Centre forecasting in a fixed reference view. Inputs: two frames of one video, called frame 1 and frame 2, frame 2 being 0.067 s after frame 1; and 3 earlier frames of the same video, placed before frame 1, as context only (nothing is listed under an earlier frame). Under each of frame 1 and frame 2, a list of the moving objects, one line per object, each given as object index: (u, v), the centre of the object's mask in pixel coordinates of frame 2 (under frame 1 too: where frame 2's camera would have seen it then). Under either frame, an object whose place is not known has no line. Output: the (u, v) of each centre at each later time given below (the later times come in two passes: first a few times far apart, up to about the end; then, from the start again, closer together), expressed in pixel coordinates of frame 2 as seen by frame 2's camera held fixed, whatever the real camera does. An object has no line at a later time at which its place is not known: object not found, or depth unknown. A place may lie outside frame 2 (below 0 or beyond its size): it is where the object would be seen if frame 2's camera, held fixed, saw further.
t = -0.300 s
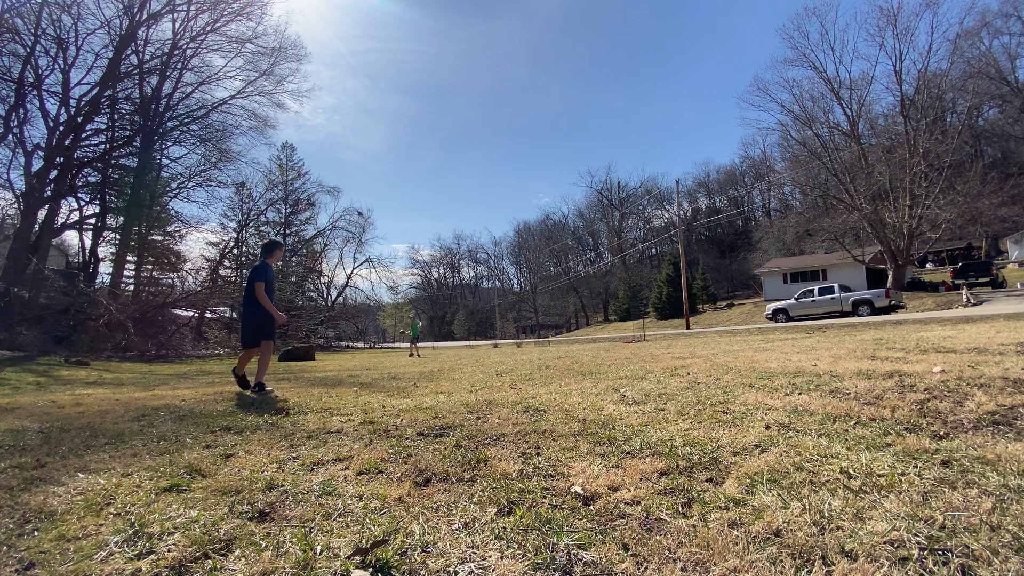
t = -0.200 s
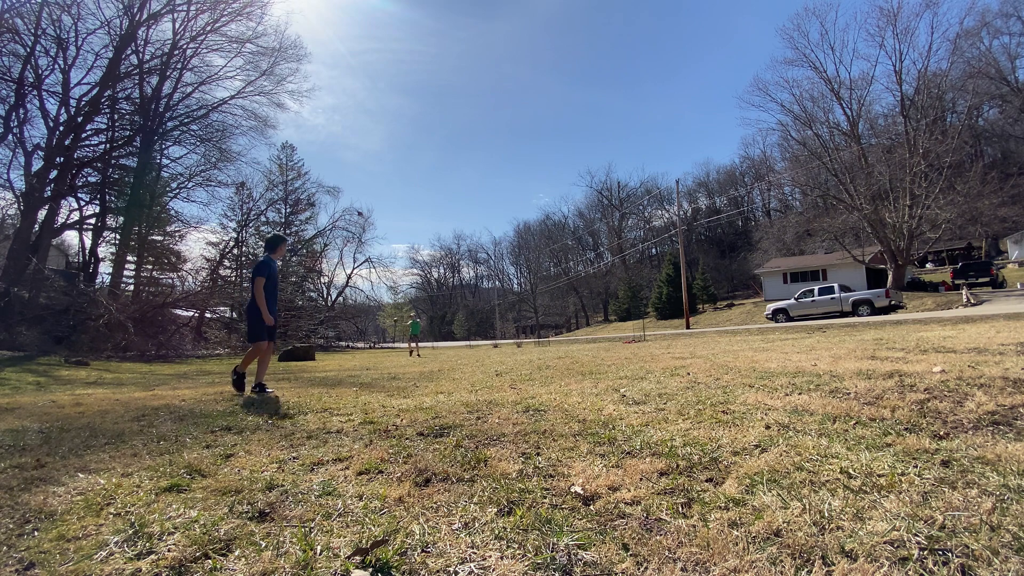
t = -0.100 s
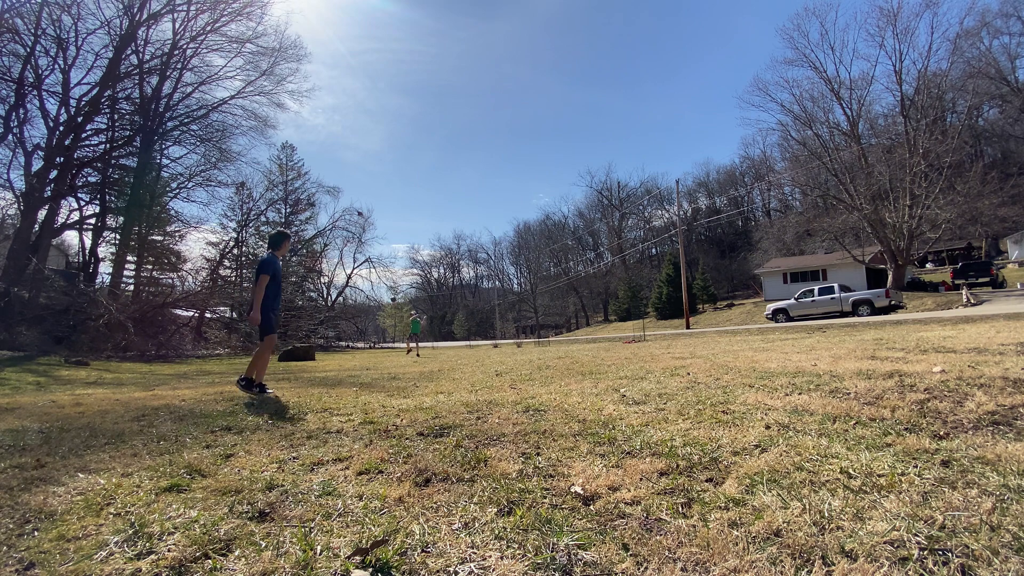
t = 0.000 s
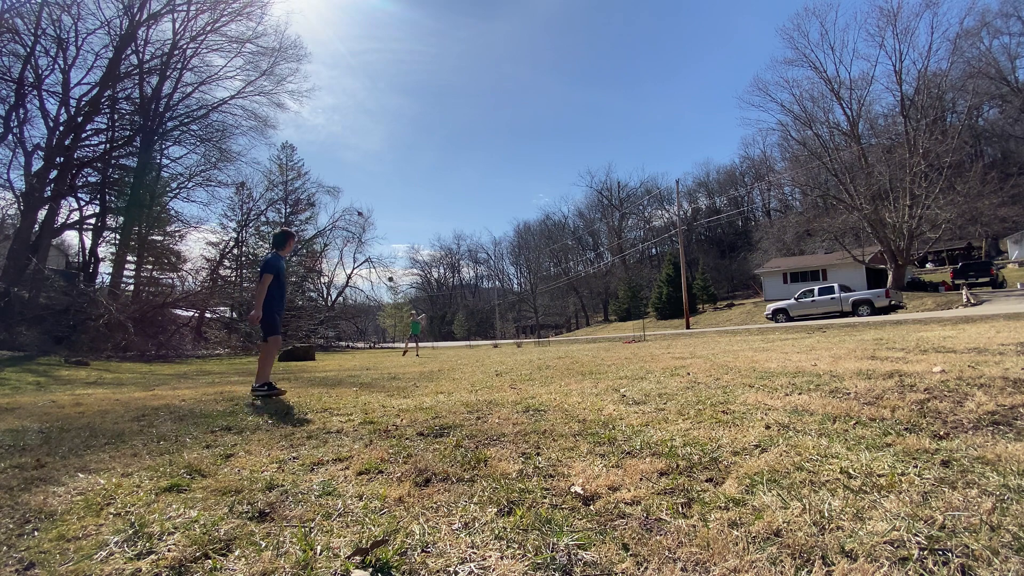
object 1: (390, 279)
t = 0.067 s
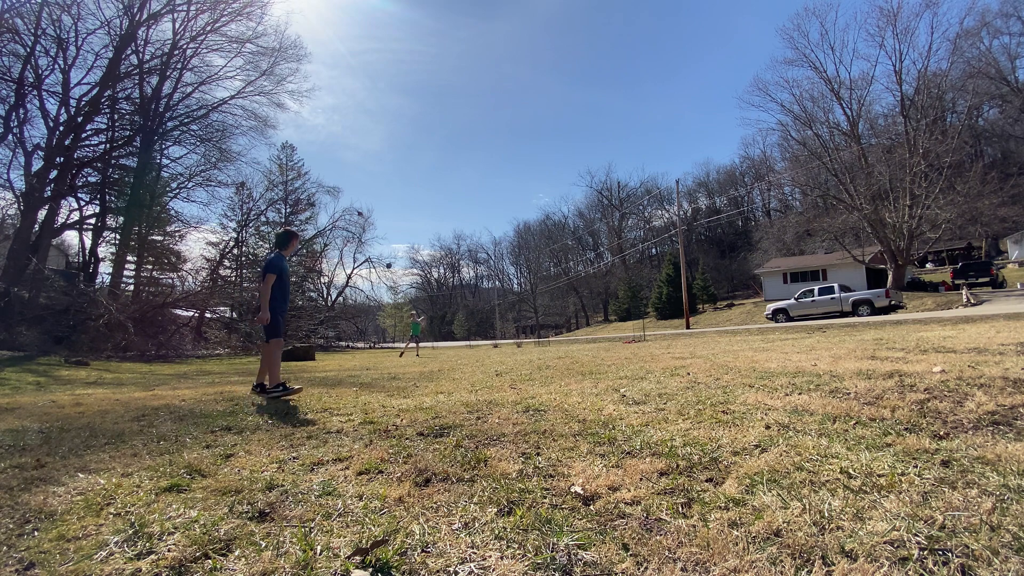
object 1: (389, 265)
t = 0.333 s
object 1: (381, 214)
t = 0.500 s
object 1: (376, 184)
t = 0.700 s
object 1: (366, 151)
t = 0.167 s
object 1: (386, 245)
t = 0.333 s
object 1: (381, 214)
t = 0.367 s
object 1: (380, 208)
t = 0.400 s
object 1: (379, 202)
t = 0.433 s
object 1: (378, 196)
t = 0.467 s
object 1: (377, 189)
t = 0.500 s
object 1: (376, 184)
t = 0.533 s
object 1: (374, 178)
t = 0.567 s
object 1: (373, 172)
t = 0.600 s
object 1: (371, 167)
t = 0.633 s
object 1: (370, 161)
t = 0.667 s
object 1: (368, 156)
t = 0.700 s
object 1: (366, 151)
